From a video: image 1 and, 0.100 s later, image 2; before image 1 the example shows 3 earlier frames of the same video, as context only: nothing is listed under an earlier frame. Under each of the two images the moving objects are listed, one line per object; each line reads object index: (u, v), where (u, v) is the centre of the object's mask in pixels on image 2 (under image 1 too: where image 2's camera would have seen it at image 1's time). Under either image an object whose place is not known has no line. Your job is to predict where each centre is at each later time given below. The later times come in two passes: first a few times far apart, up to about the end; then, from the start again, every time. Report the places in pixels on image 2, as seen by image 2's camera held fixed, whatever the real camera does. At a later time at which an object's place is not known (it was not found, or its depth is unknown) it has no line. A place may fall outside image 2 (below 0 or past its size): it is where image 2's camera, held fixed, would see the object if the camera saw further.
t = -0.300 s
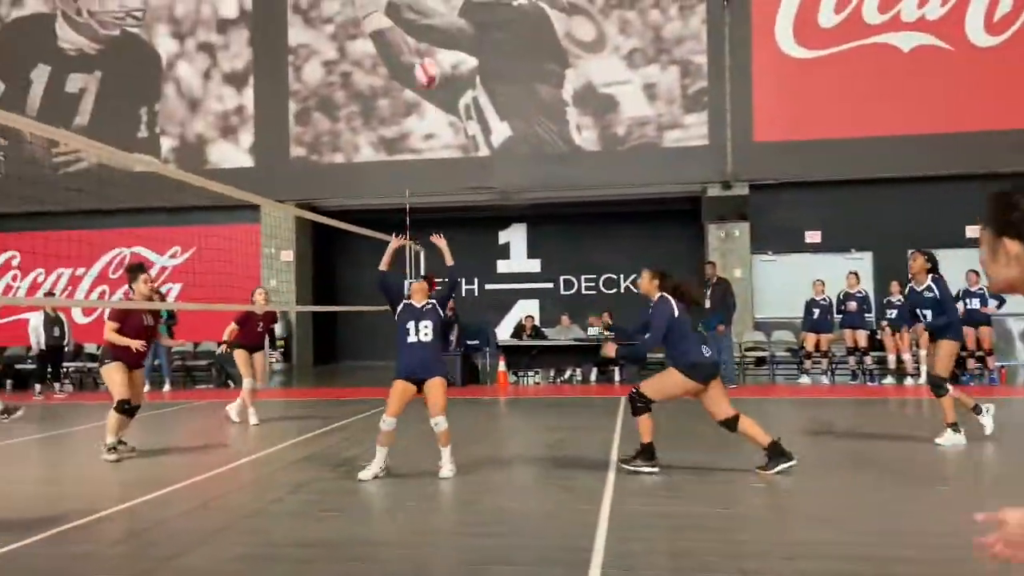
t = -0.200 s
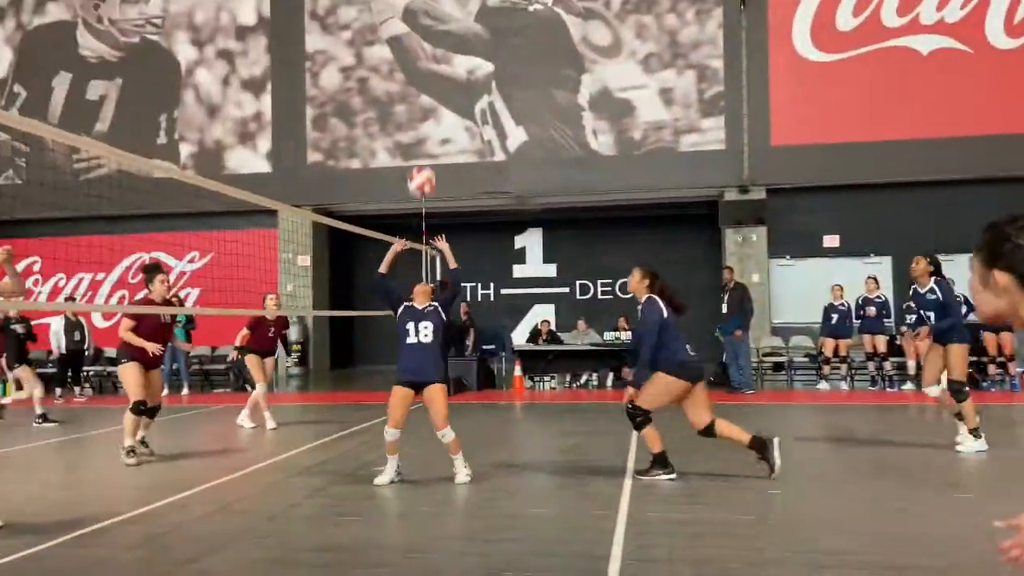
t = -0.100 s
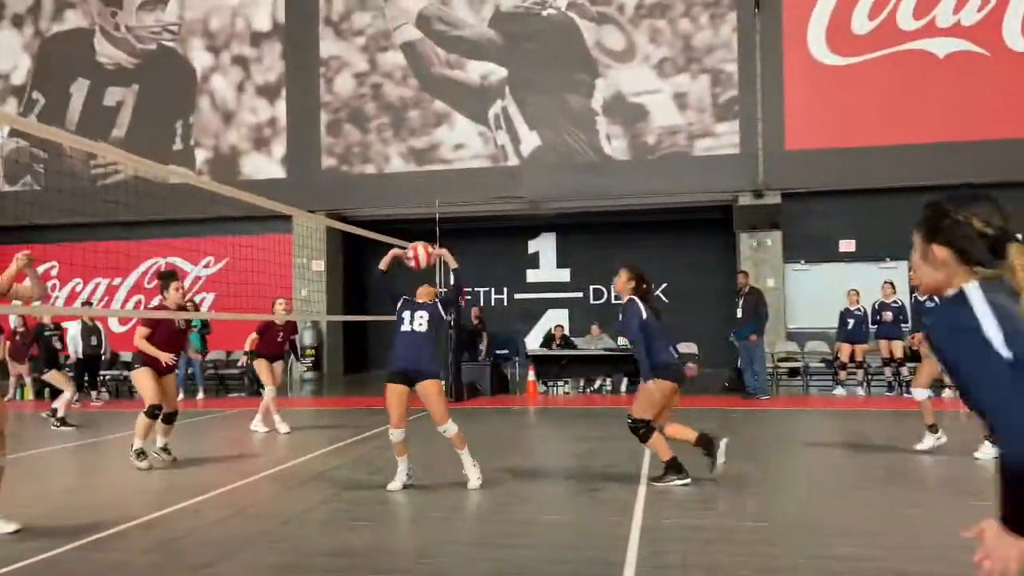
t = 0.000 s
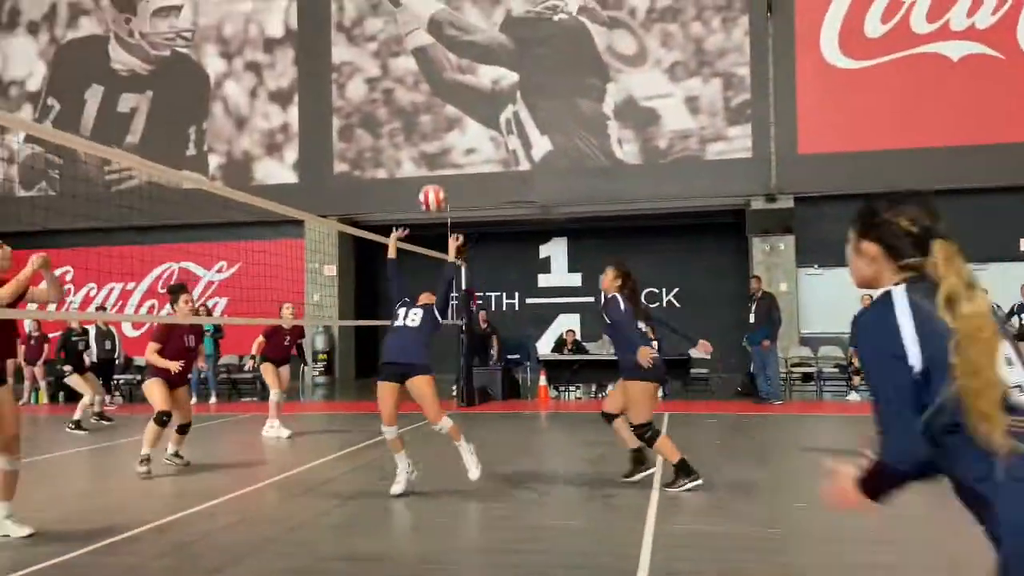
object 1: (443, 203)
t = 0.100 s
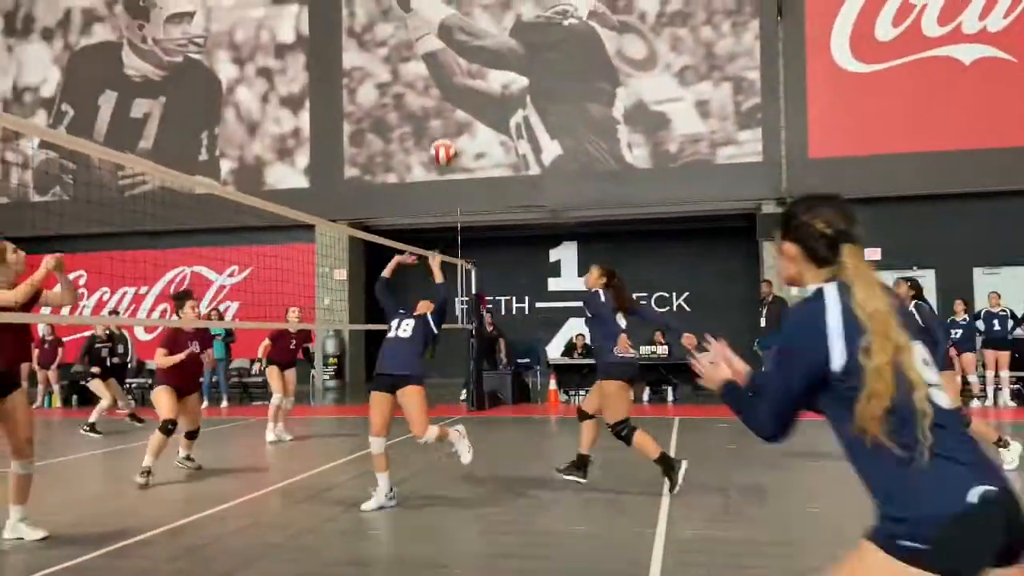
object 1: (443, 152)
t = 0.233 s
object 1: (445, 108)
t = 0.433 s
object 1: (446, 85)
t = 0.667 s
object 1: (450, 110)
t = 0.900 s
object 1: (452, 186)
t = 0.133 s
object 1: (444, 138)
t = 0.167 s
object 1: (444, 126)
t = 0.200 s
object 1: (444, 116)
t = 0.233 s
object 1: (445, 108)
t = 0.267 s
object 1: (445, 101)
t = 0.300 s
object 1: (445, 95)
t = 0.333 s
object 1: (446, 90)
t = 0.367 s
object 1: (446, 87)
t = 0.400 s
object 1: (446, 86)
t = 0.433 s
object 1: (446, 85)
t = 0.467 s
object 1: (446, 86)
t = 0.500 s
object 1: (446, 87)
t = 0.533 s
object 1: (447, 89)
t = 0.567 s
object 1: (448, 92)
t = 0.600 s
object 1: (448, 97)
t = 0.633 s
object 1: (449, 103)
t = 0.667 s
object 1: (450, 110)
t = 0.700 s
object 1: (450, 118)
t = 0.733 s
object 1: (450, 127)
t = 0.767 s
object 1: (451, 137)
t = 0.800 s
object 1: (451, 147)
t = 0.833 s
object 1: (451, 160)
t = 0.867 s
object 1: (451, 171)
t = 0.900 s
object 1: (452, 186)
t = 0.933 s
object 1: (452, 199)
